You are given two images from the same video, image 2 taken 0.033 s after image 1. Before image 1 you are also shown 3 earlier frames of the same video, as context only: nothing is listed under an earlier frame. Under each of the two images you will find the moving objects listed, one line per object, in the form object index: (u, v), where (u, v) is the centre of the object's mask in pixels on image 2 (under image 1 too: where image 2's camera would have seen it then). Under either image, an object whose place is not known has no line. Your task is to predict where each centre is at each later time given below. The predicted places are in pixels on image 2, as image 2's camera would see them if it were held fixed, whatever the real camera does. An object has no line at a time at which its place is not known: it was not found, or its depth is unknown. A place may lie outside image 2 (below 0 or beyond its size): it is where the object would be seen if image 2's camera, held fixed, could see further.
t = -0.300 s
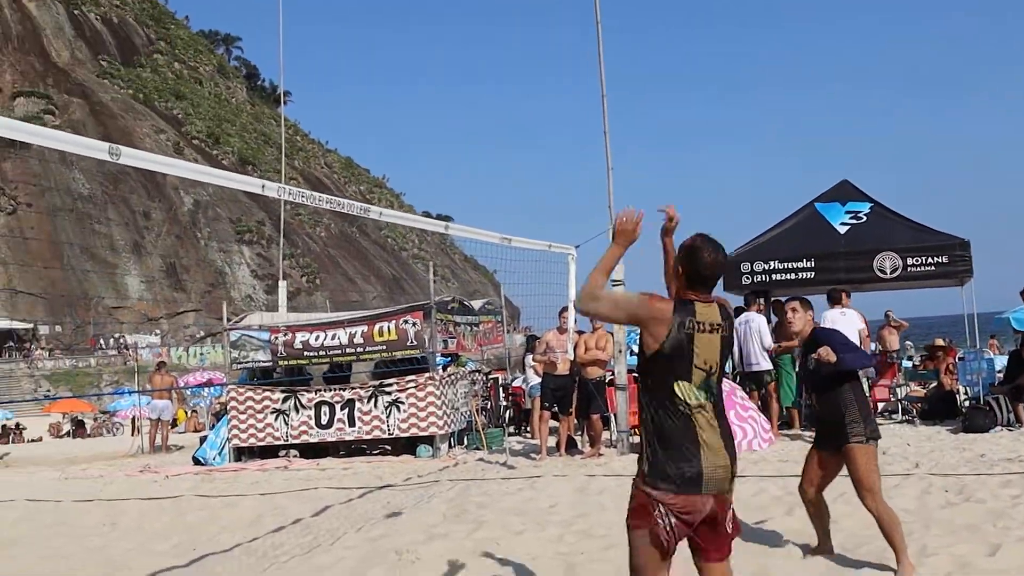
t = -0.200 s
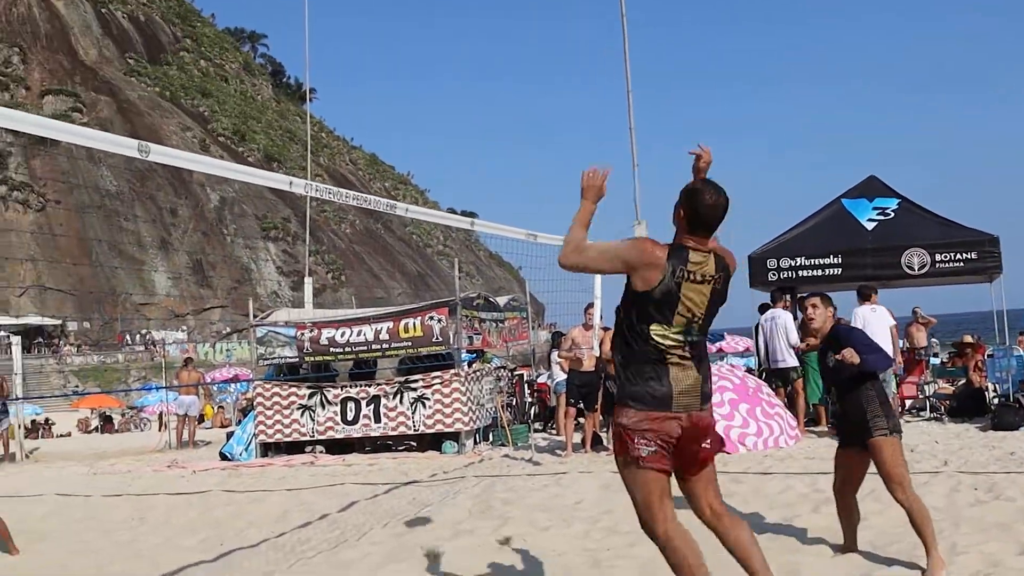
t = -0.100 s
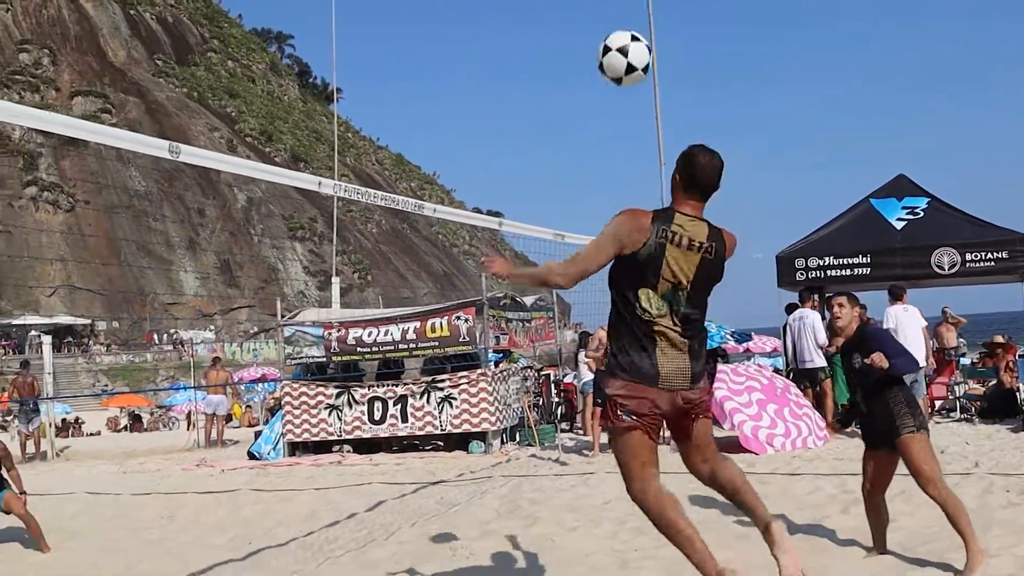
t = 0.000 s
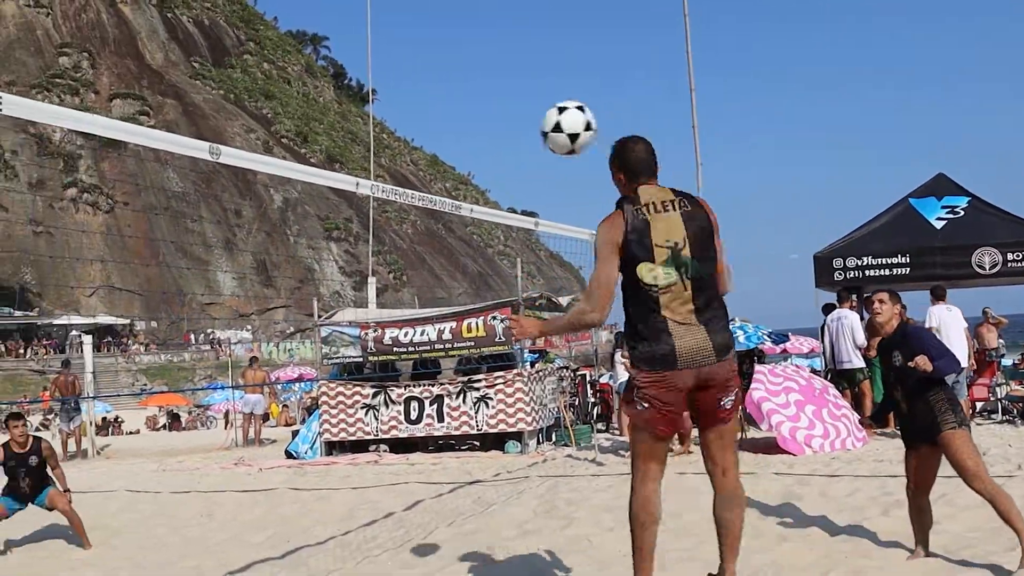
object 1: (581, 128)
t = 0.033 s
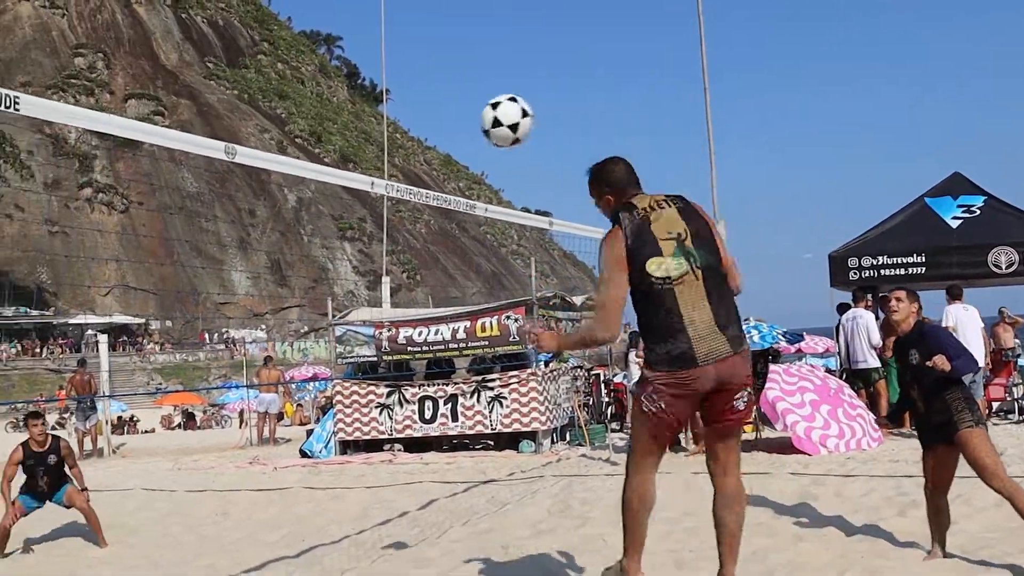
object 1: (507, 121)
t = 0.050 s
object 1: (472, 118)
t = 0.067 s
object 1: (440, 116)
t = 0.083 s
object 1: (408, 116)
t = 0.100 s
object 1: (377, 115)
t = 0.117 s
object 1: (347, 115)
